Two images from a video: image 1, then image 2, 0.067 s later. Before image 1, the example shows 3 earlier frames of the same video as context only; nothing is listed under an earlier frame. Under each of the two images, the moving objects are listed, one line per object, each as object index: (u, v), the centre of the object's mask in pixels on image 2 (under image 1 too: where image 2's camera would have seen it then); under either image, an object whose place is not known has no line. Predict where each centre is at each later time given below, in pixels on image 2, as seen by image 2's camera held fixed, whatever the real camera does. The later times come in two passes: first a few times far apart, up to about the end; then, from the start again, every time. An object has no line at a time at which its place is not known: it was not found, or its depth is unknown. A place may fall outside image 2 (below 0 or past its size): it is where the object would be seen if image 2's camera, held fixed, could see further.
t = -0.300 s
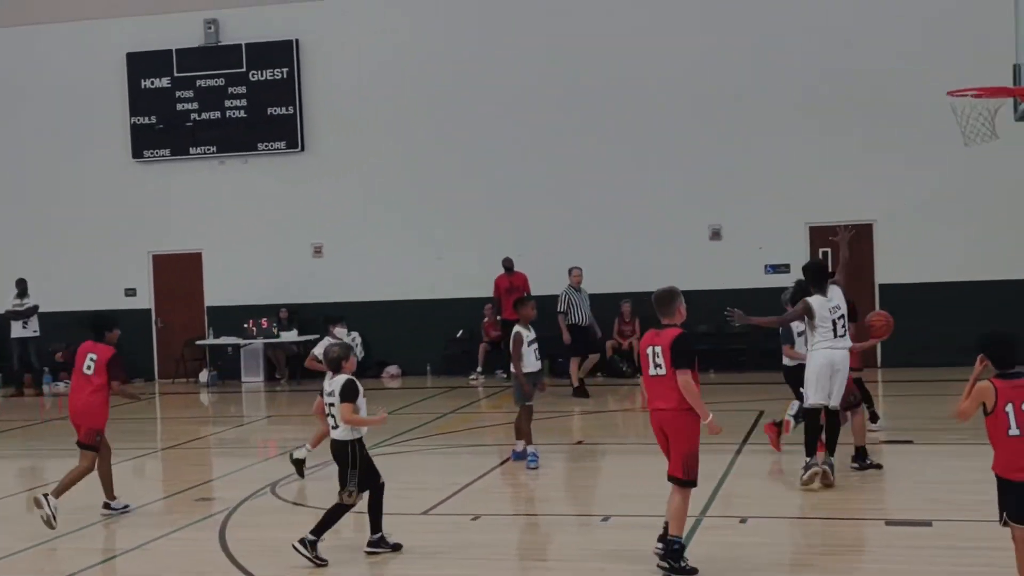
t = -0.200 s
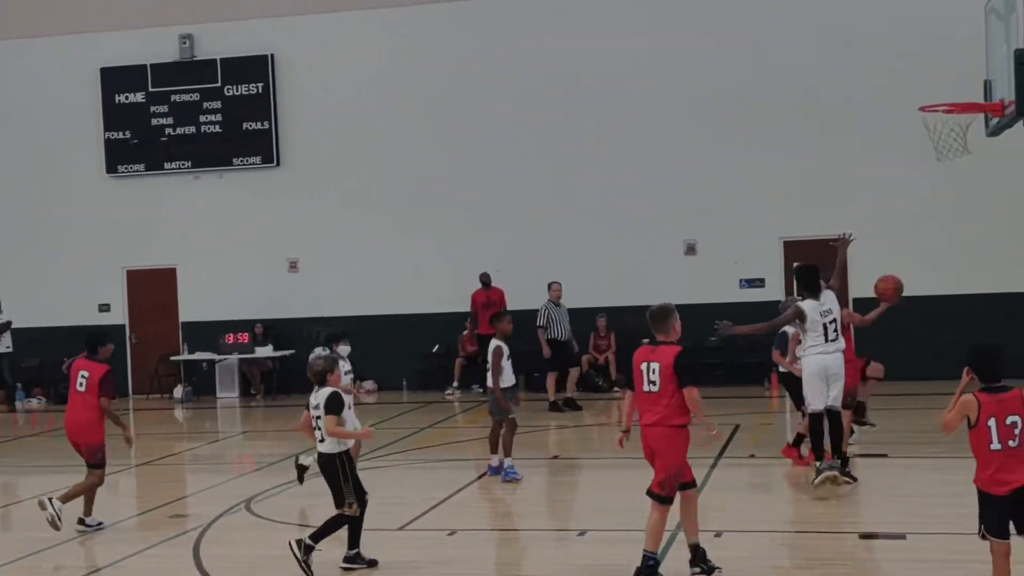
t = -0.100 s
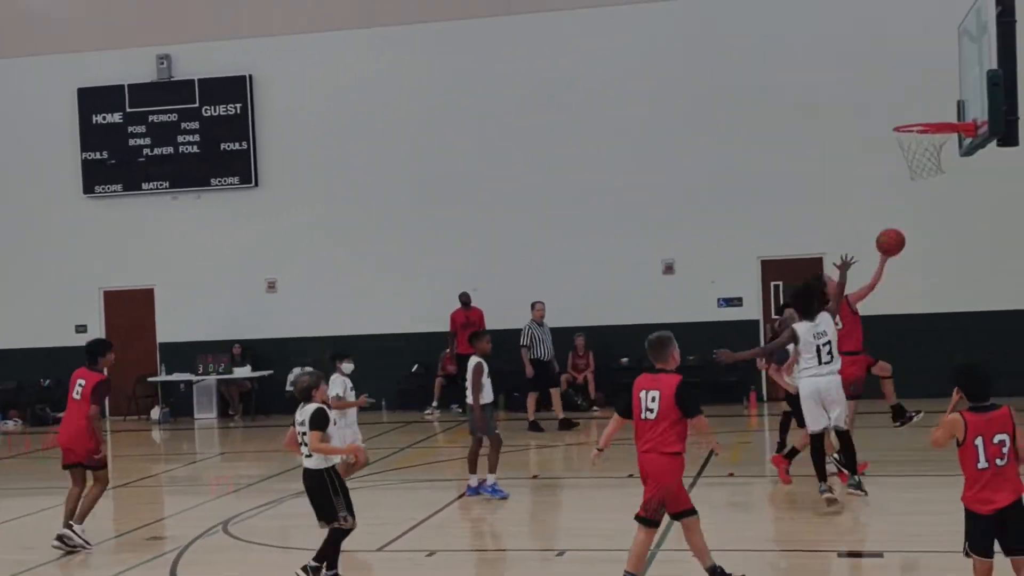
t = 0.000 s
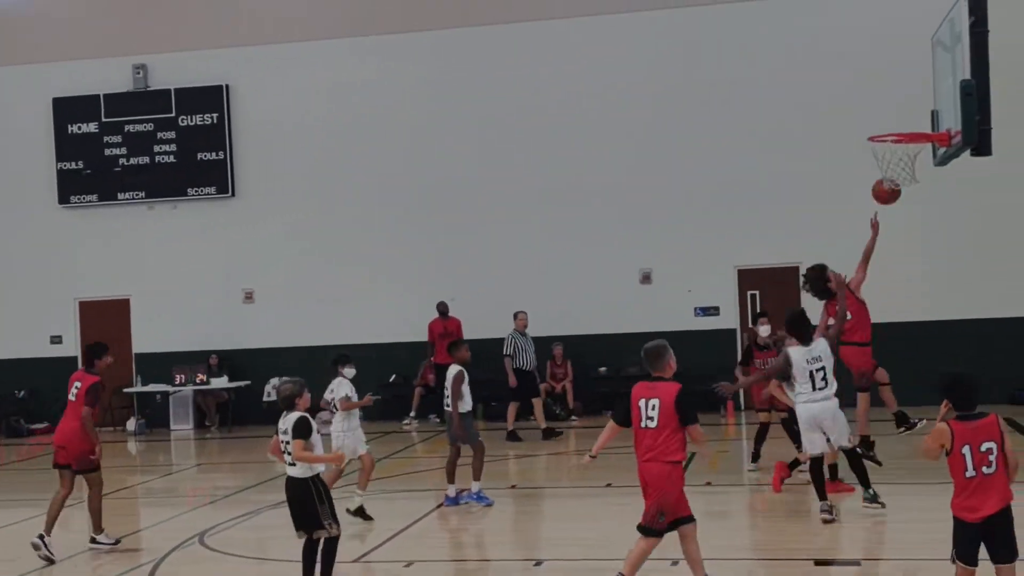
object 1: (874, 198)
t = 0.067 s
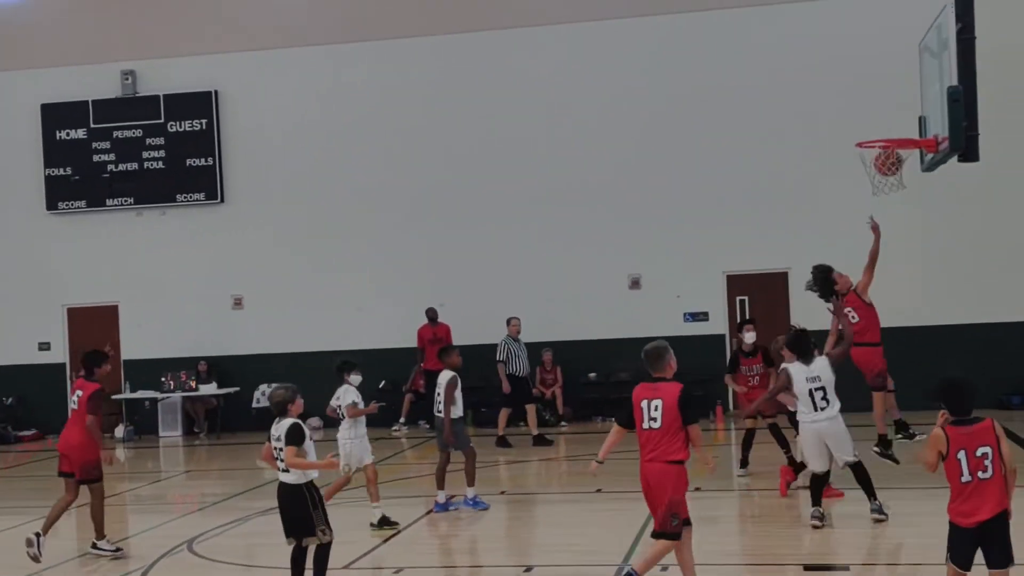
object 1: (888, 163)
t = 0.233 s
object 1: (906, 106)
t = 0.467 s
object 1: (861, 103)
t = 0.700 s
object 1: (820, 163)
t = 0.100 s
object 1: (895, 148)
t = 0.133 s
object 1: (903, 129)
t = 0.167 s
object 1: (911, 121)
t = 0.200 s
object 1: (912, 111)
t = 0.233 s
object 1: (906, 106)
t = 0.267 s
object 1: (899, 101)
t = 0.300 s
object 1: (893, 98)
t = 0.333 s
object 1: (886, 97)
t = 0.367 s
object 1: (880, 96)
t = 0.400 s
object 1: (874, 97)
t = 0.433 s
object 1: (868, 99)
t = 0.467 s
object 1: (861, 103)
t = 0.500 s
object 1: (855, 107)
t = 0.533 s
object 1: (849, 113)
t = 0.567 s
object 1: (843, 121)
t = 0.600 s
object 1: (838, 129)
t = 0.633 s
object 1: (832, 139)
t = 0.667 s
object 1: (826, 150)
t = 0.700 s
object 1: (820, 163)
